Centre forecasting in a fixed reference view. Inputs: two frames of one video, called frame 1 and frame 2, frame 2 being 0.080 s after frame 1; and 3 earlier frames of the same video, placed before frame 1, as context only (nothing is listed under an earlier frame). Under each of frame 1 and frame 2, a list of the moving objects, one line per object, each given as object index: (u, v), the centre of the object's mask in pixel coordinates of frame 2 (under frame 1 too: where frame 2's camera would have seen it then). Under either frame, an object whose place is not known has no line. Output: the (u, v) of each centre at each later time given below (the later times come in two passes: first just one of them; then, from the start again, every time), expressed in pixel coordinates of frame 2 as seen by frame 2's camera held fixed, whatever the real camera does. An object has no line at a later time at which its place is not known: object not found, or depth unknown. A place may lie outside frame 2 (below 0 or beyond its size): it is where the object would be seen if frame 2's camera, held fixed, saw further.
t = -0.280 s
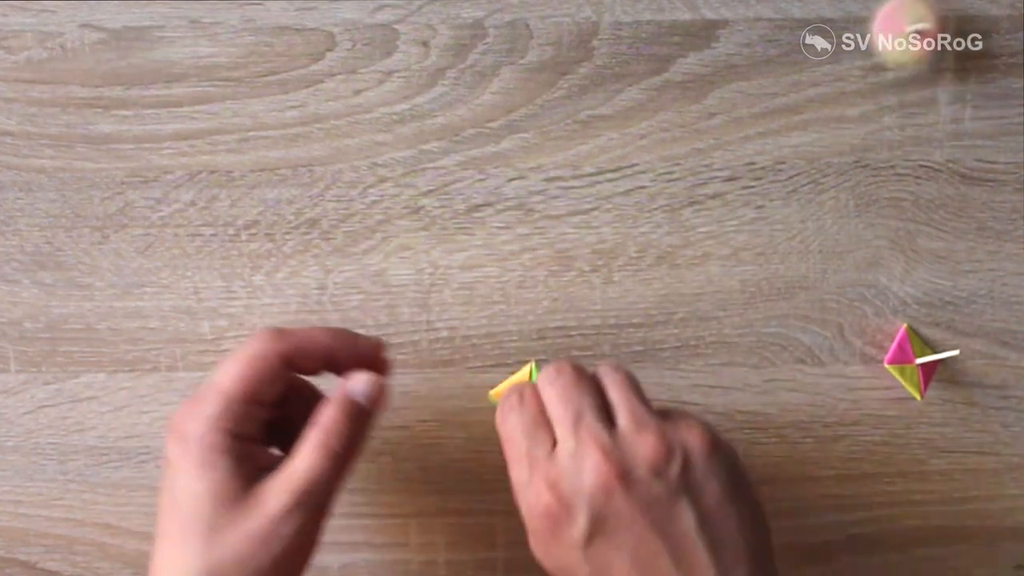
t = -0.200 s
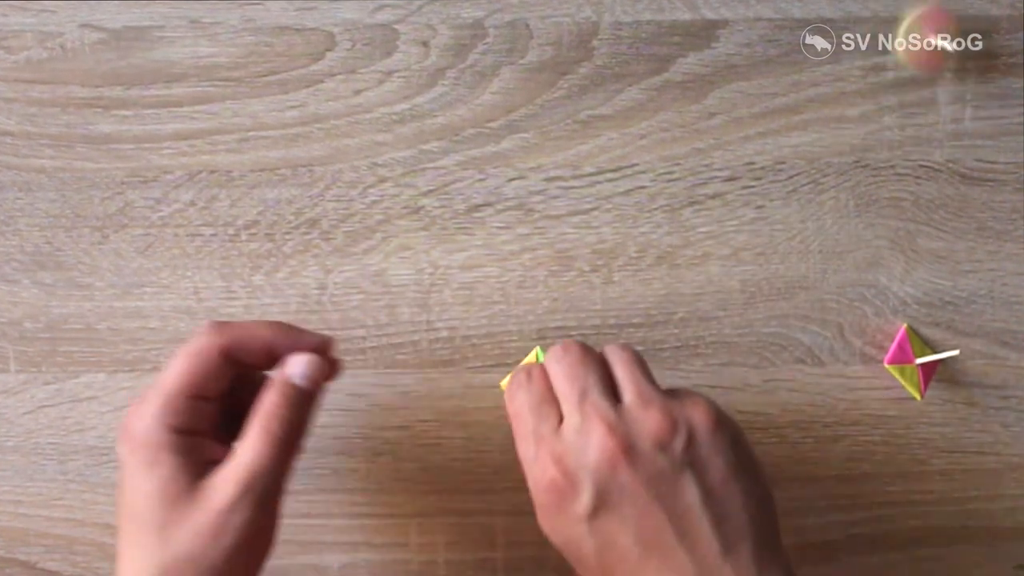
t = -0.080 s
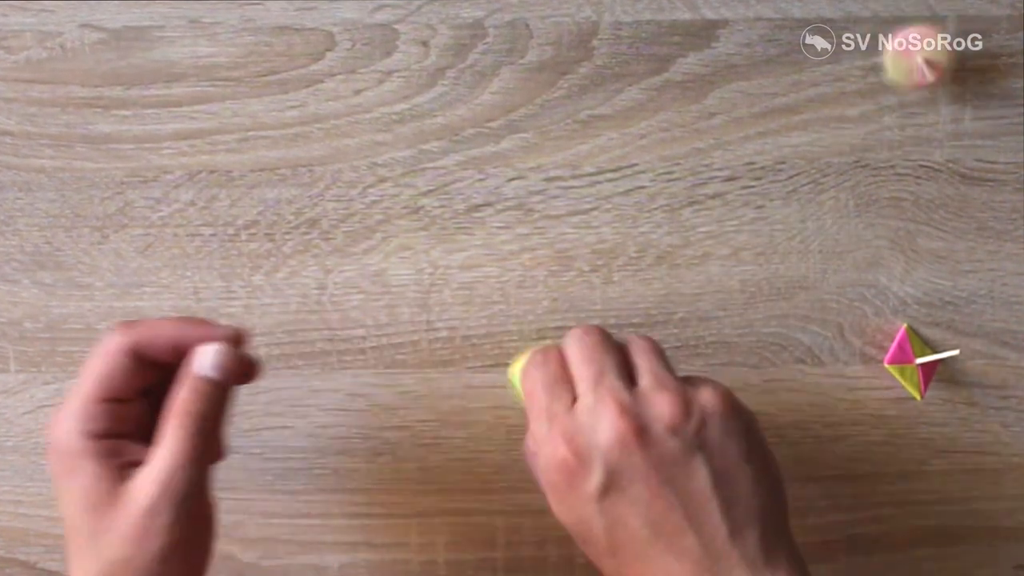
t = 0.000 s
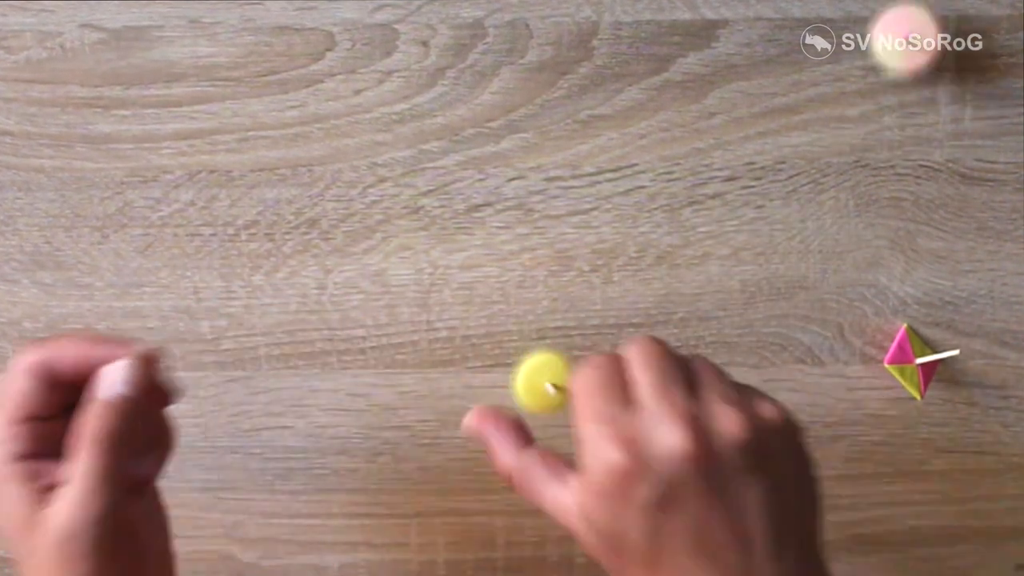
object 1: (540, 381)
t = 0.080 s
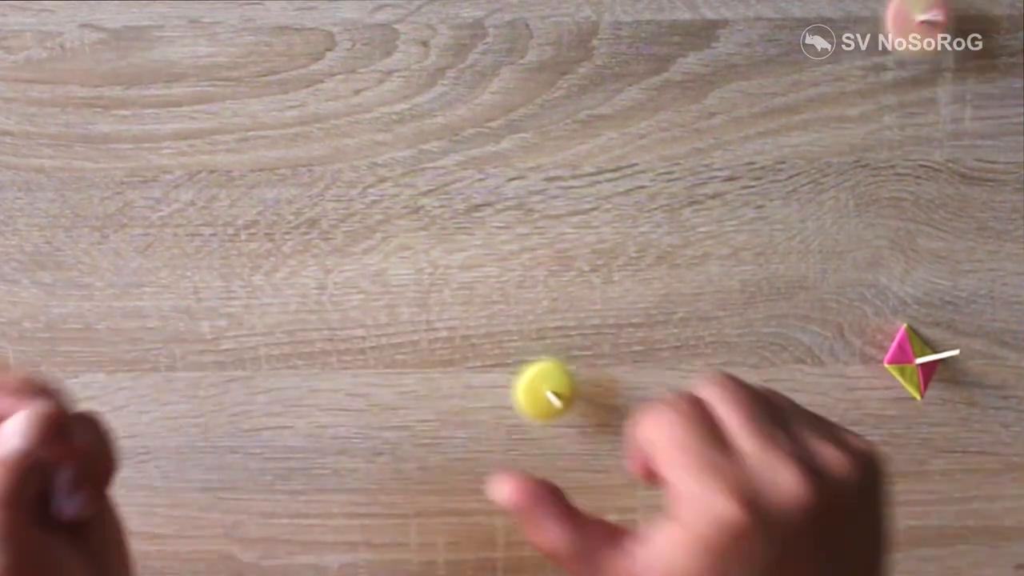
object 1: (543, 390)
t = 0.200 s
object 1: (533, 407)
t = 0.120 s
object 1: (542, 395)
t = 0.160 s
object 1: (538, 402)
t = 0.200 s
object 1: (533, 407)
